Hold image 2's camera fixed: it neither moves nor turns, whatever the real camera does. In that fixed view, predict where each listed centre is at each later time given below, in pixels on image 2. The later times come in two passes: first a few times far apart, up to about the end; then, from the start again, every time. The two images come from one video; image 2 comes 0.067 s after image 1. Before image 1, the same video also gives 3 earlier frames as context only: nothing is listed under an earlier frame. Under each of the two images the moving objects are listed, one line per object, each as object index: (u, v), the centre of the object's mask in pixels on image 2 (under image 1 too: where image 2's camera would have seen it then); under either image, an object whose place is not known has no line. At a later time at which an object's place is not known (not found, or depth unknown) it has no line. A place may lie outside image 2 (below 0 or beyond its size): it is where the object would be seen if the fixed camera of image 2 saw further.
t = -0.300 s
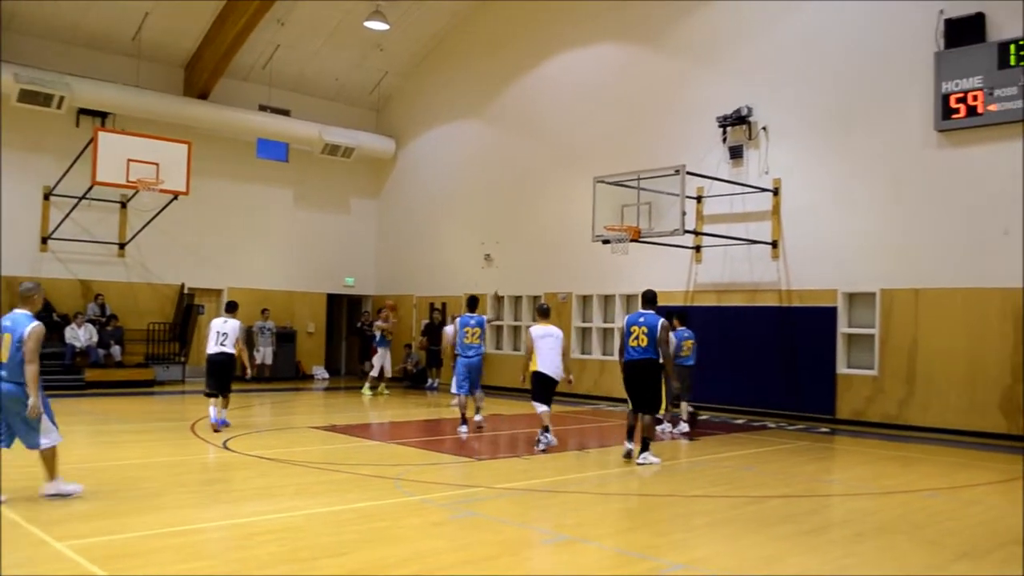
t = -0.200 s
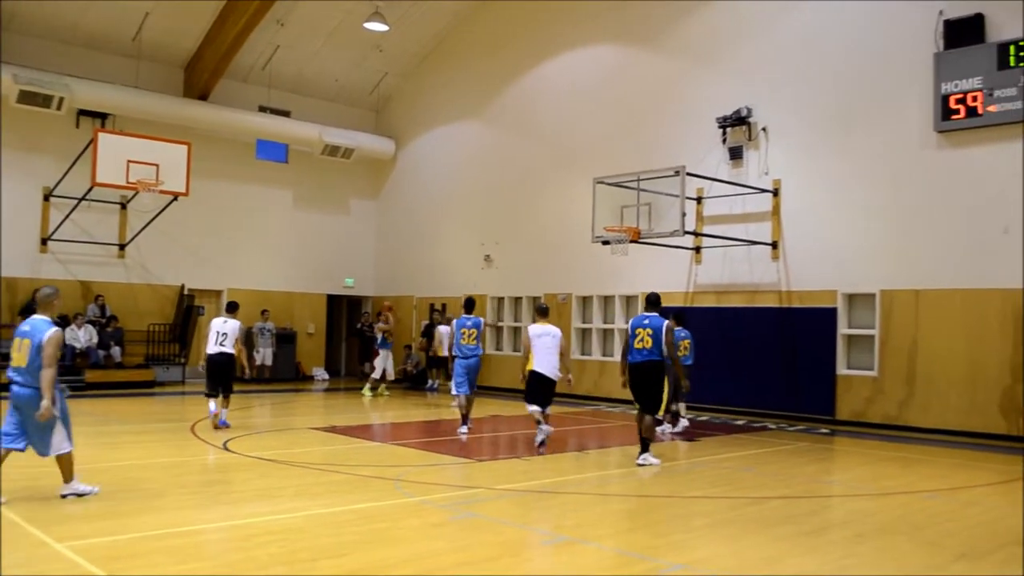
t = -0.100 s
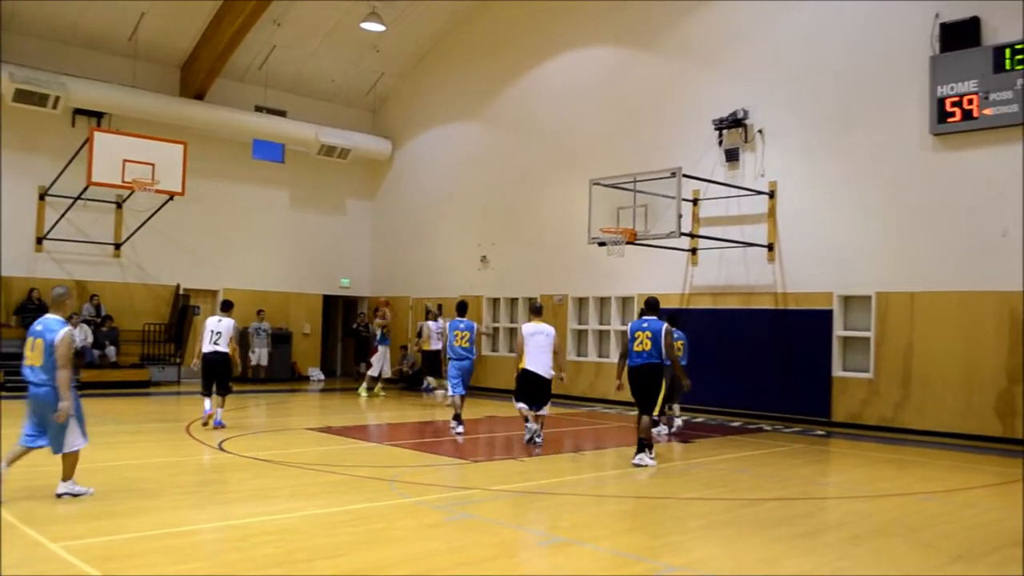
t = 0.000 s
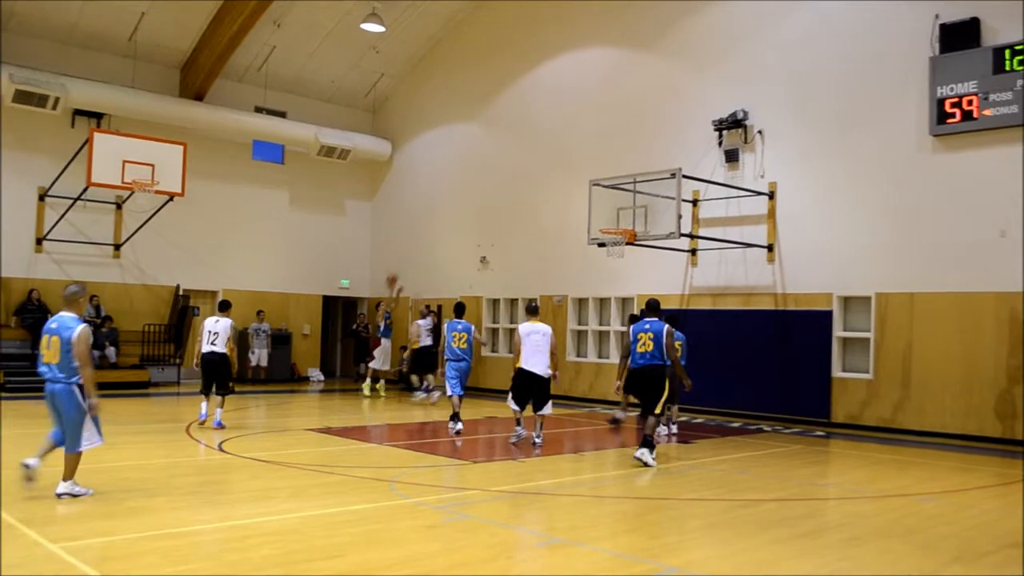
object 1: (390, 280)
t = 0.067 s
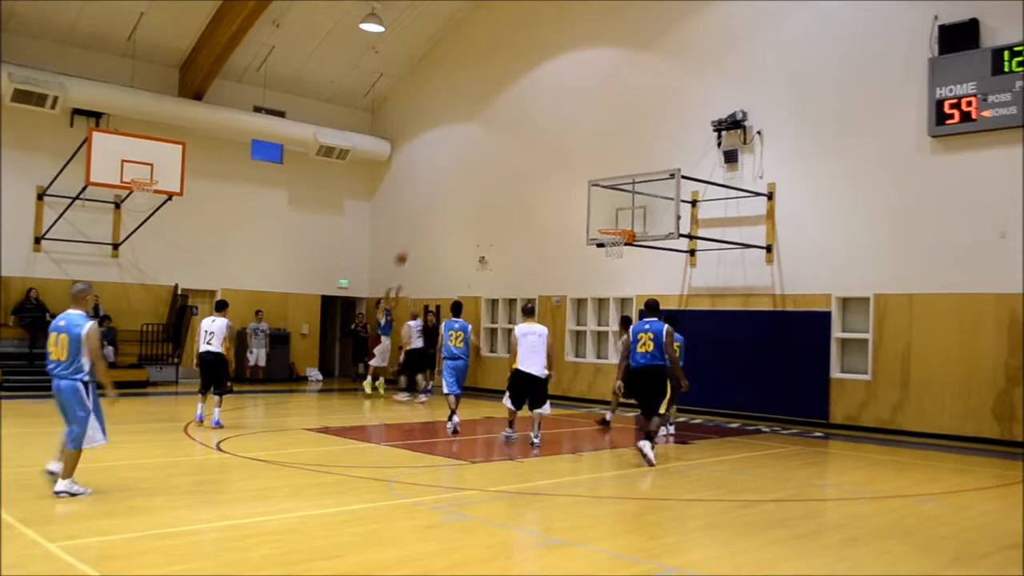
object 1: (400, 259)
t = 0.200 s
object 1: (422, 222)
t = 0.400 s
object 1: (458, 181)
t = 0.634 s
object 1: (499, 157)
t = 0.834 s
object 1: (536, 160)
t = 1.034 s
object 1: (576, 186)
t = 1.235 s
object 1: (619, 225)
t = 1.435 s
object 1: (606, 222)
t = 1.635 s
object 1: (588, 238)
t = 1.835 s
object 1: (562, 261)
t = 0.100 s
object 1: (406, 248)
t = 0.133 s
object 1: (411, 239)
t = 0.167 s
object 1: (417, 230)
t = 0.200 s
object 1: (422, 222)
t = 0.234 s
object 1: (429, 213)
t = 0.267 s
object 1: (434, 205)
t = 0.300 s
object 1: (440, 199)
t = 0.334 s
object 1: (446, 192)
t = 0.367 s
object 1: (452, 186)
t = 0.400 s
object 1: (458, 181)
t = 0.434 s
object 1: (464, 175)
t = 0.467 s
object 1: (469, 171)
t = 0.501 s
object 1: (475, 167)
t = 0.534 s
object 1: (481, 164)
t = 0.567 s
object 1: (487, 161)
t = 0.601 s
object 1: (493, 159)
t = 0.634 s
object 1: (499, 157)
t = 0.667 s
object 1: (505, 156)
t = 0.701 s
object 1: (511, 156)
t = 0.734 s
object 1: (517, 156)
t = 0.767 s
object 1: (524, 157)
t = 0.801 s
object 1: (530, 157)
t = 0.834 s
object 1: (536, 160)
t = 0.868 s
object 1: (543, 163)
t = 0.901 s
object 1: (549, 166)
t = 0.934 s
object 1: (556, 170)
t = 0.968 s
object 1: (562, 174)
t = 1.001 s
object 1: (569, 180)
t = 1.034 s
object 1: (576, 186)
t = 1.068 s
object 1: (583, 193)
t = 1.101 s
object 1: (590, 201)
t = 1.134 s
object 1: (597, 210)
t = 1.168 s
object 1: (604, 219)
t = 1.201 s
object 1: (611, 225)
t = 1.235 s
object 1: (619, 225)
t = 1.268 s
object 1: (620, 225)
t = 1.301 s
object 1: (619, 224)
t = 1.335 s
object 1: (615, 223)
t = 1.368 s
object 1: (612, 222)
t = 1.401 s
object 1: (609, 222)
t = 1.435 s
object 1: (606, 222)
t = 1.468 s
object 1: (603, 223)
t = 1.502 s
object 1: (600, 224)
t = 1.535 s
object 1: (597, 226)
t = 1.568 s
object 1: (593, 229)
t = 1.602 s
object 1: (591, 233)
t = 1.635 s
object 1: (588, 238)
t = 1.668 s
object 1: (585, 241)
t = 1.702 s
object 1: (581, 243)
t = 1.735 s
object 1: (576, 247)
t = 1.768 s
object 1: (571, 251)
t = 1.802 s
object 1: (567, 256)
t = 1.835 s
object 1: (562, 261)
